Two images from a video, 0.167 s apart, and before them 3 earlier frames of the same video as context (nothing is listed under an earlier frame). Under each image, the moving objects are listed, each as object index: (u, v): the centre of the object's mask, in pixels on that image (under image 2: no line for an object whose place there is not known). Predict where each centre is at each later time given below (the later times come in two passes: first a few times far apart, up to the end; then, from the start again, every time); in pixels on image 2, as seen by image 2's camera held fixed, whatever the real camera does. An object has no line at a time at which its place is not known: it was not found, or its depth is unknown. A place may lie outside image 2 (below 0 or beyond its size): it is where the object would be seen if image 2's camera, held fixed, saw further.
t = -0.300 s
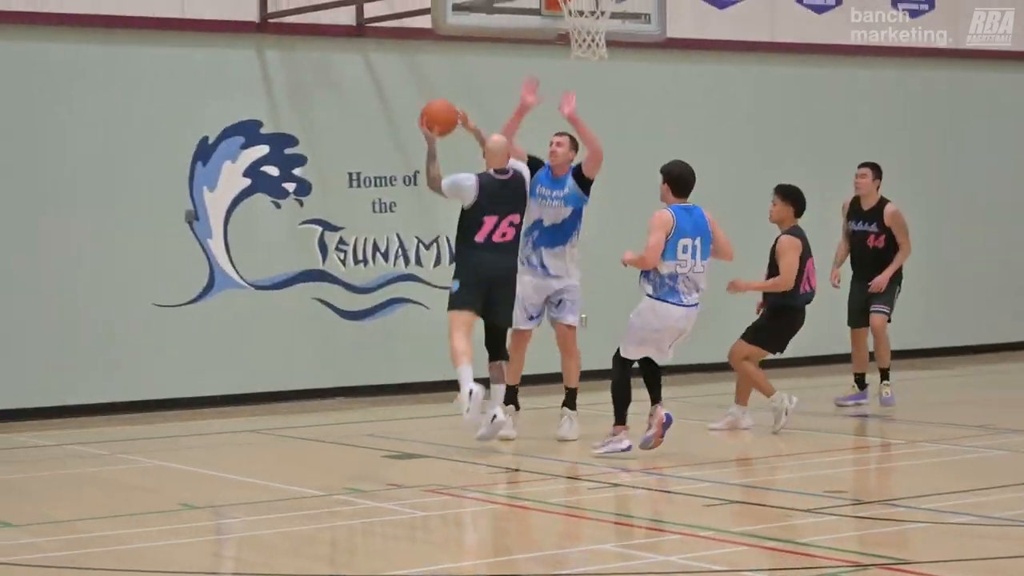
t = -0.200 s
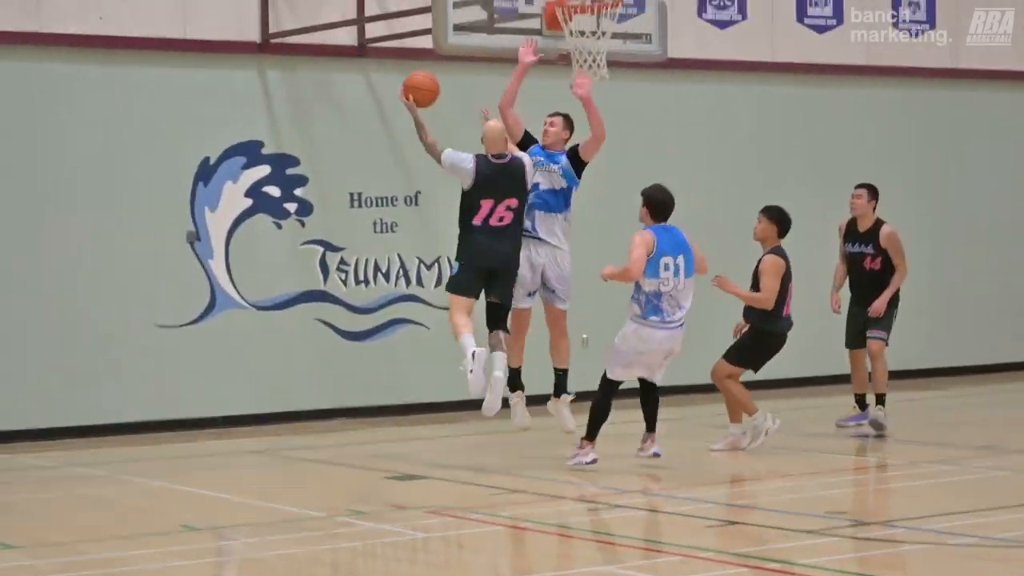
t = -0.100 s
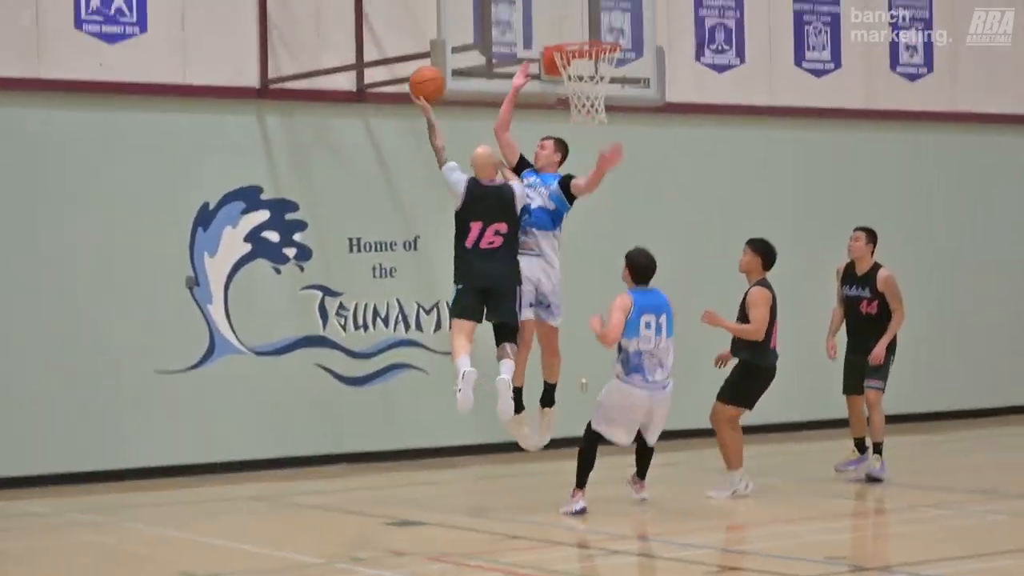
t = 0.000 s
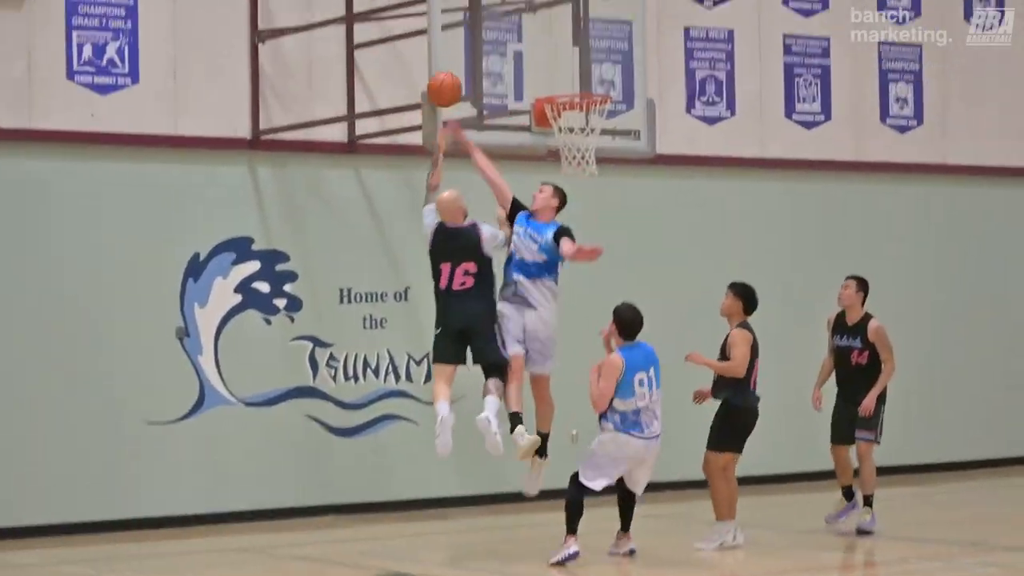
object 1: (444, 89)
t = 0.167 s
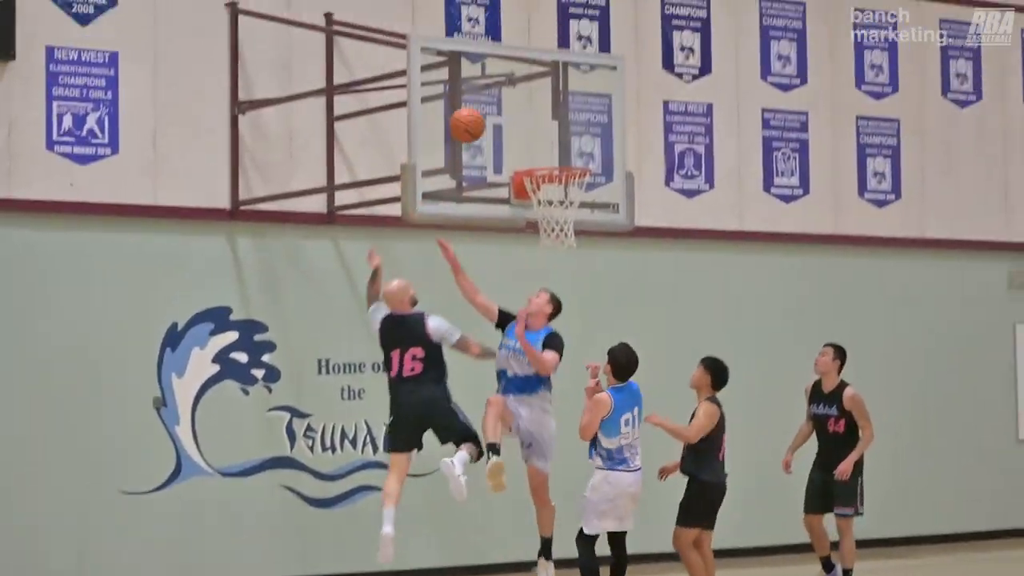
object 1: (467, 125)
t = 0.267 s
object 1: (494, 124)
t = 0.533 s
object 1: (556, 169)
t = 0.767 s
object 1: (581, 208)
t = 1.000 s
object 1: (576, 252)
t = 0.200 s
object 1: (476, 123)
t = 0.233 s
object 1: (485, 123)
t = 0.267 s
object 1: (494, 124)
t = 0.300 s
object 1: (503, 127)
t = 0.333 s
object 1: (512, 131)
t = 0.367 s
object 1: (520, 138)
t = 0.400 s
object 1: (529, 145)
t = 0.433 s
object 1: (537, 153)
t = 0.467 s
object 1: (544, 156)
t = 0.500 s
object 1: (550, 158)
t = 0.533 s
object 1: (556, 169)
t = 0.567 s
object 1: (562, 179)
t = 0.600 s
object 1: (568, 188)
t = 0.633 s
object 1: (573, 196)
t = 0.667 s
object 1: (578, 201)
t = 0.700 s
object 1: (580, 204)
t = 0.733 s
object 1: (581, 206)
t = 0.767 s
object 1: (581, 208)
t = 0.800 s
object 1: (581, 212)
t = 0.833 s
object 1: (581, 215)
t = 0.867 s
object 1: (581, 220)
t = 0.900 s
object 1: (579, 225)
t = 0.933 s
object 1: (578, 233)
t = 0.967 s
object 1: (578, 242)
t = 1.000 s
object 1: (576, 252)
